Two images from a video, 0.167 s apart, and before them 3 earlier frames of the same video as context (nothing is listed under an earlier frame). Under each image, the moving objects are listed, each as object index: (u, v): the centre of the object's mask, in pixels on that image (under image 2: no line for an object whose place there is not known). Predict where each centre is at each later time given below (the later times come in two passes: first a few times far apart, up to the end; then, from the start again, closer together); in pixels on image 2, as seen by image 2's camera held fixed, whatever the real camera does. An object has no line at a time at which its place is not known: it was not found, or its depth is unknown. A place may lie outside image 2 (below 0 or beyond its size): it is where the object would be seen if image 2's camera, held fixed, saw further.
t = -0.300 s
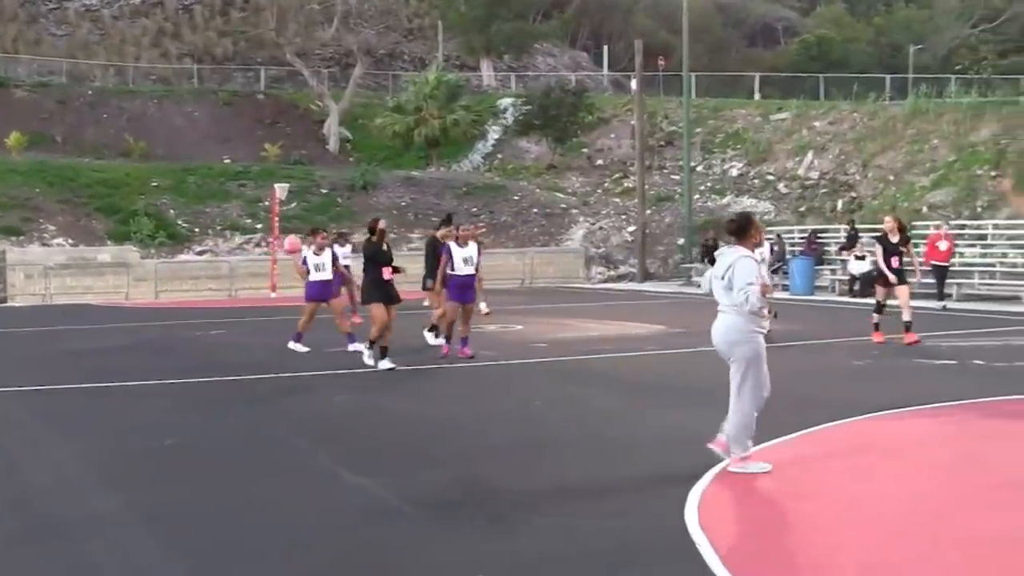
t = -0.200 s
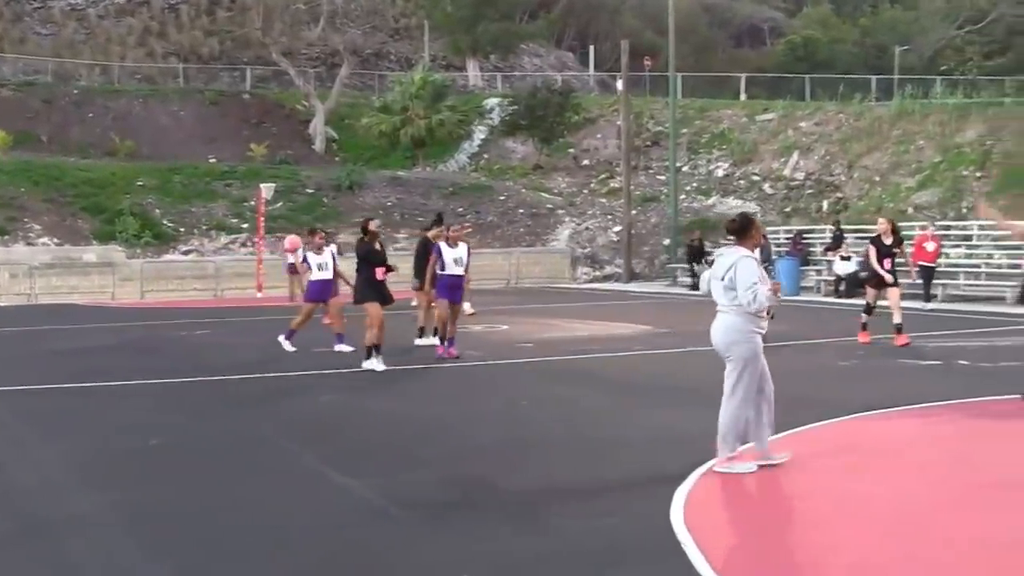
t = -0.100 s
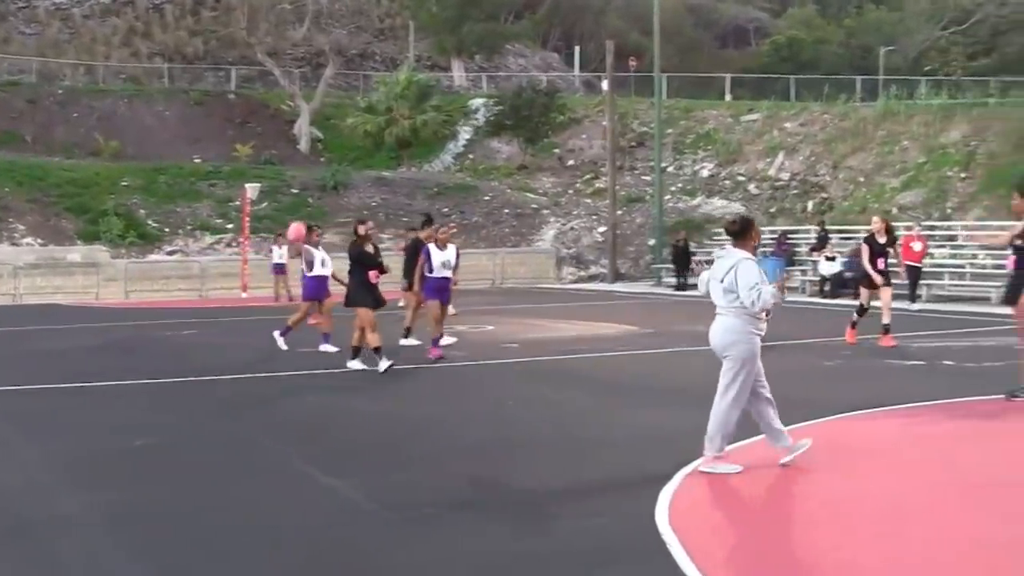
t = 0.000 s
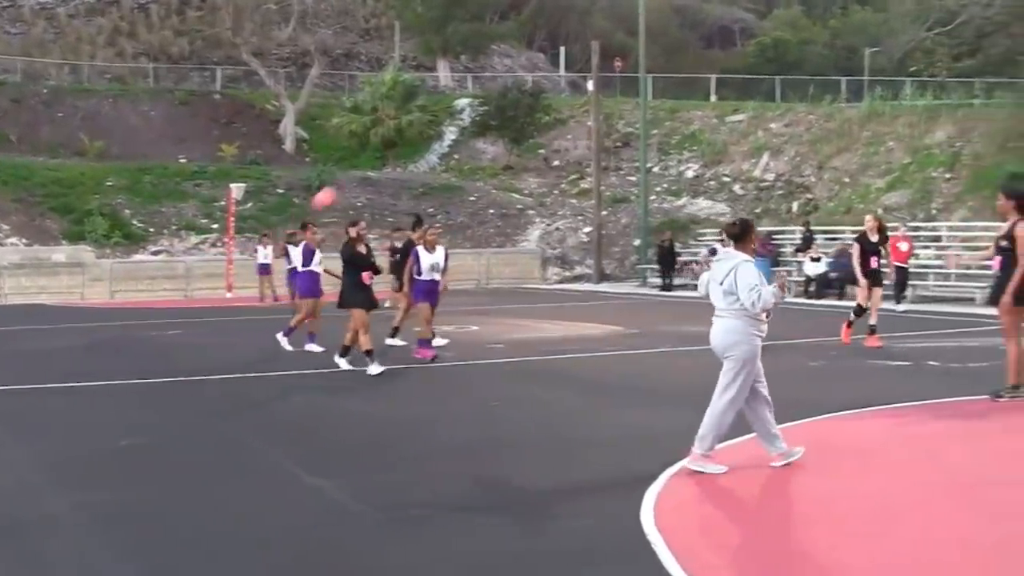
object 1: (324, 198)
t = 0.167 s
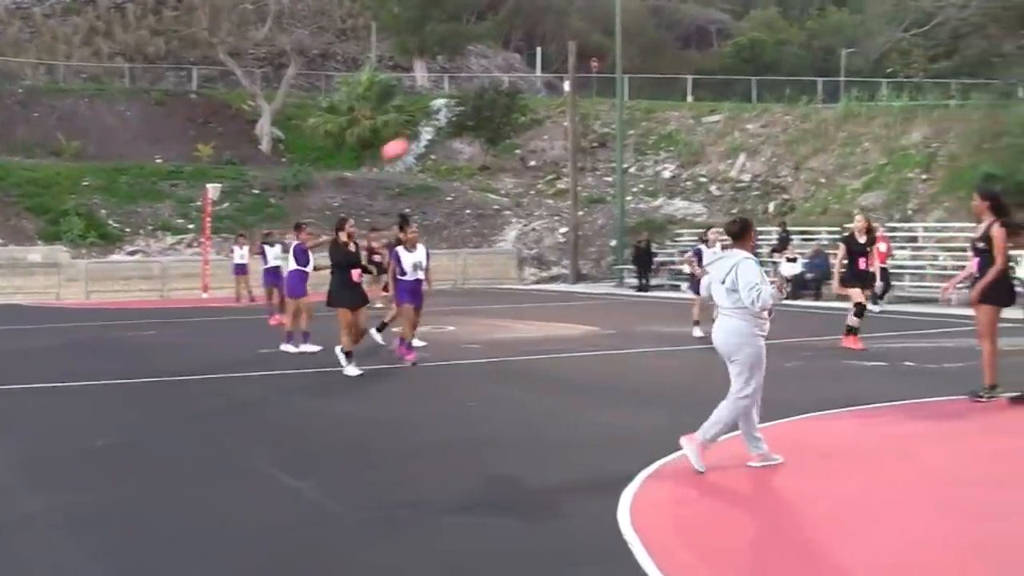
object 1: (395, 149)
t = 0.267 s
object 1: (457, 127)
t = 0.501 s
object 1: (615, 108)
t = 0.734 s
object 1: (793, 134)
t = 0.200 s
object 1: (414, 142)
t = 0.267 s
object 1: (457, 127)
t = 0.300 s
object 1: (478, 122)
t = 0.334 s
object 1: (499, 117)
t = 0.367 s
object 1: (521, 114)
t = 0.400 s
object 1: (544, 111)
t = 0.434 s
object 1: (567, 109)
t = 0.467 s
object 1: (592, 107)
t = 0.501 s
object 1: (615, 108)
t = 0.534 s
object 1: (639, 108)
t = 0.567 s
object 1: (665, 111)
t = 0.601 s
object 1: (690, 113)
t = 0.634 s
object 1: (718, 117)
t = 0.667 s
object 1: (742, 122)
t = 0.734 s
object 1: (793, 134)
